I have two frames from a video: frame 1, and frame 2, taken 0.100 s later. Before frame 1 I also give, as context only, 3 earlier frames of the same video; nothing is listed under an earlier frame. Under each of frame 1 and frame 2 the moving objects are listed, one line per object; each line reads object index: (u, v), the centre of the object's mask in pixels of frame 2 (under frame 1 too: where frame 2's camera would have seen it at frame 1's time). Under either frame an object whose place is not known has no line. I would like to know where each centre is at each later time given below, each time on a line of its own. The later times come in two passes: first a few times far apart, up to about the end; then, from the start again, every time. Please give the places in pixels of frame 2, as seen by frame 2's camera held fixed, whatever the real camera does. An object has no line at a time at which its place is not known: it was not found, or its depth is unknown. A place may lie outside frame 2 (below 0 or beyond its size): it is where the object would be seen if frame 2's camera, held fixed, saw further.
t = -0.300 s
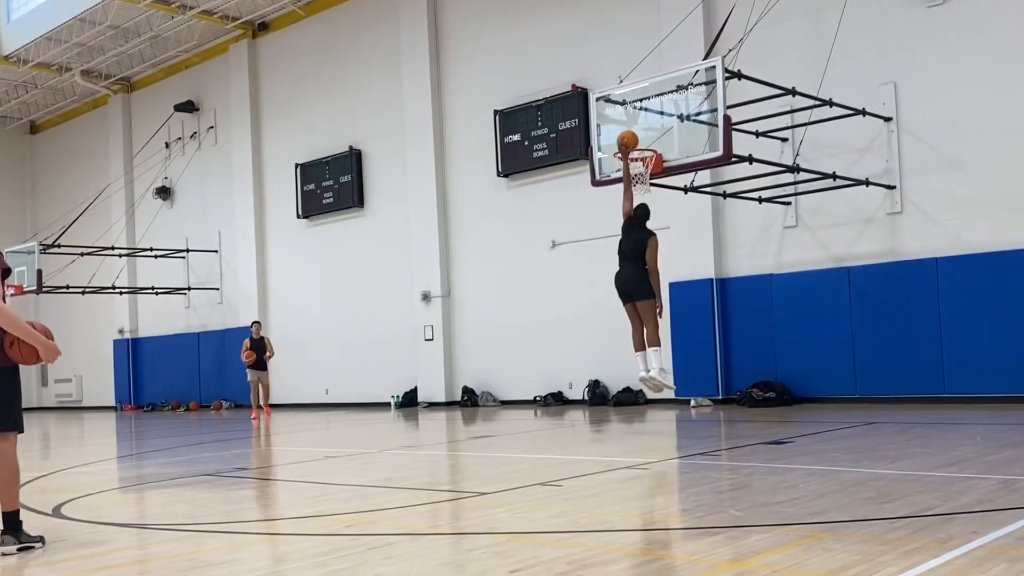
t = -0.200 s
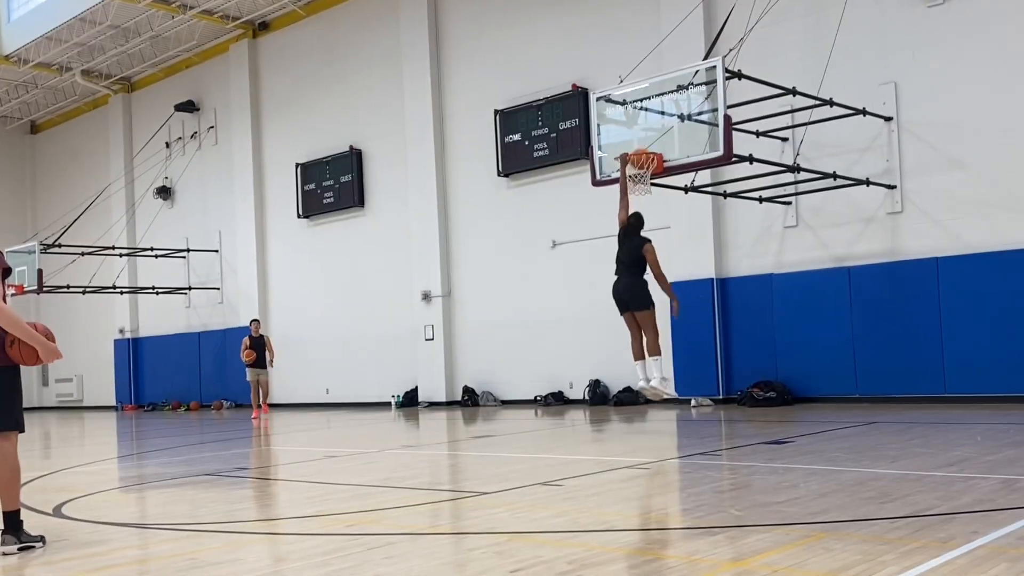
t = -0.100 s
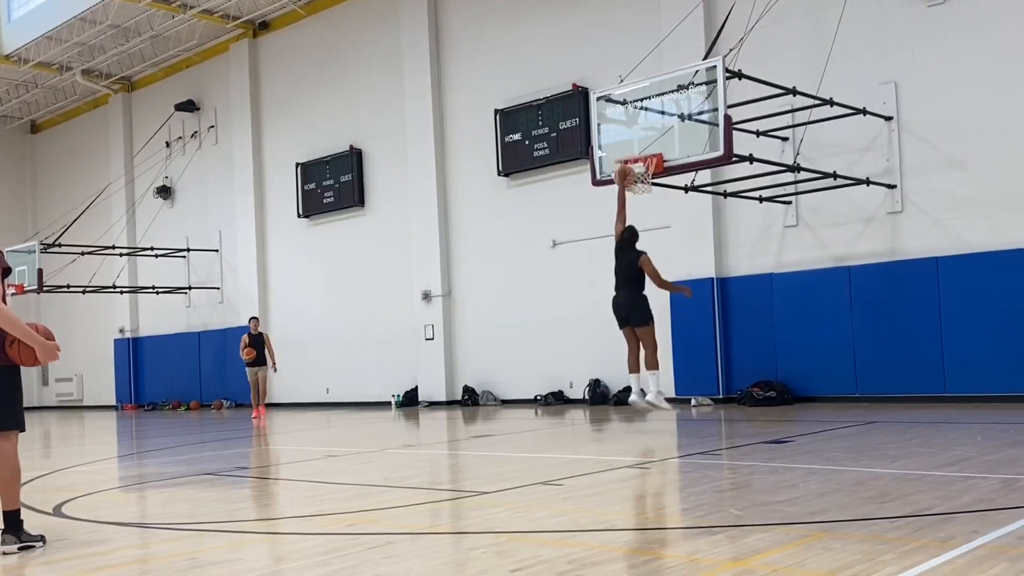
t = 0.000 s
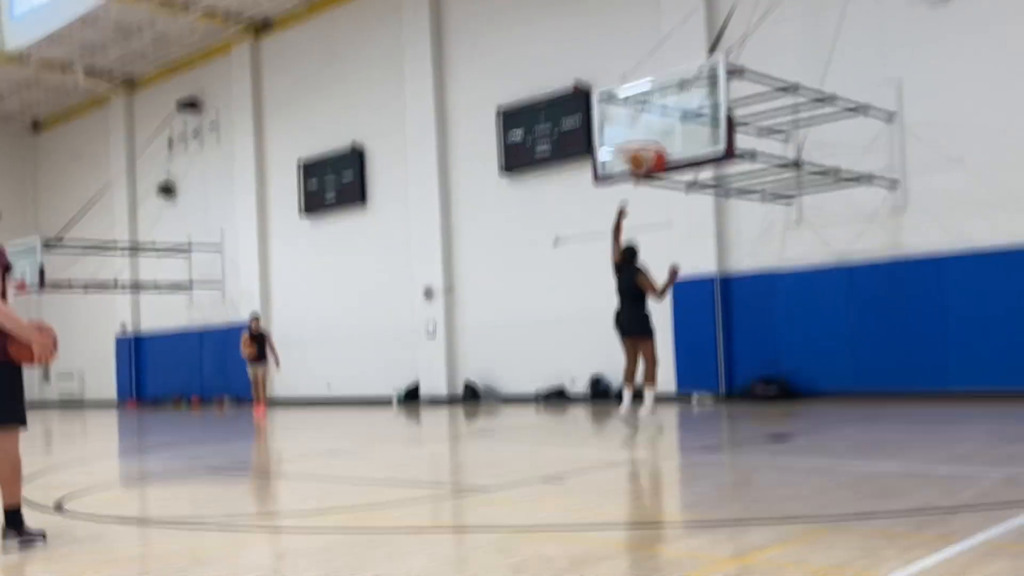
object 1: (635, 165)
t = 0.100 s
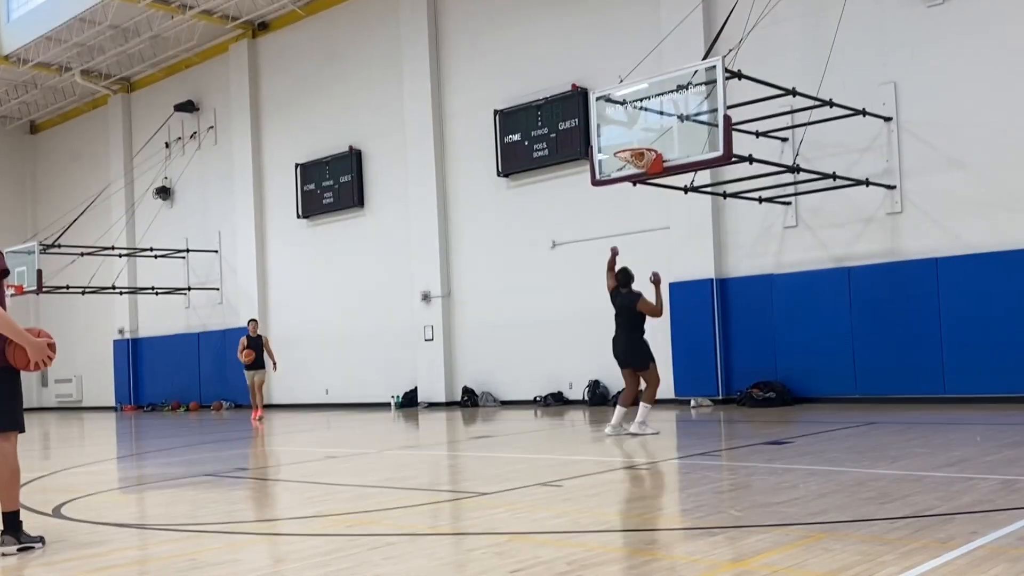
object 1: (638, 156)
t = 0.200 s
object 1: (645, 160)
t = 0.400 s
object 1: (639, 191)
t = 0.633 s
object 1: (635, 217)
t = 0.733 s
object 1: (634, 245)
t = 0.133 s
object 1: (635, 159)
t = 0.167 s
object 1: (647, 157)
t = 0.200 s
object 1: (645, 160)
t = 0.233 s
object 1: (645, 164)
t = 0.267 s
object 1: (637, 166)
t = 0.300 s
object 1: (639, 175)
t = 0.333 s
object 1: (636, 183)
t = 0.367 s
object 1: (642, 190)
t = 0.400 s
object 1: (639, 191)
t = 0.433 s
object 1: (638, 191)
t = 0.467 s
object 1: (636, 192)
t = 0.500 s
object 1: (636, 195)
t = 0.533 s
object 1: (635, 198)
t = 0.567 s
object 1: (635, 203)
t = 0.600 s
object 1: (634, 209)
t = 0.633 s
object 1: (635, 217)
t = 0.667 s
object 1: (634, 224)
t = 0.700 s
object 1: (634, 234)
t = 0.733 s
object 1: (634, 245)
